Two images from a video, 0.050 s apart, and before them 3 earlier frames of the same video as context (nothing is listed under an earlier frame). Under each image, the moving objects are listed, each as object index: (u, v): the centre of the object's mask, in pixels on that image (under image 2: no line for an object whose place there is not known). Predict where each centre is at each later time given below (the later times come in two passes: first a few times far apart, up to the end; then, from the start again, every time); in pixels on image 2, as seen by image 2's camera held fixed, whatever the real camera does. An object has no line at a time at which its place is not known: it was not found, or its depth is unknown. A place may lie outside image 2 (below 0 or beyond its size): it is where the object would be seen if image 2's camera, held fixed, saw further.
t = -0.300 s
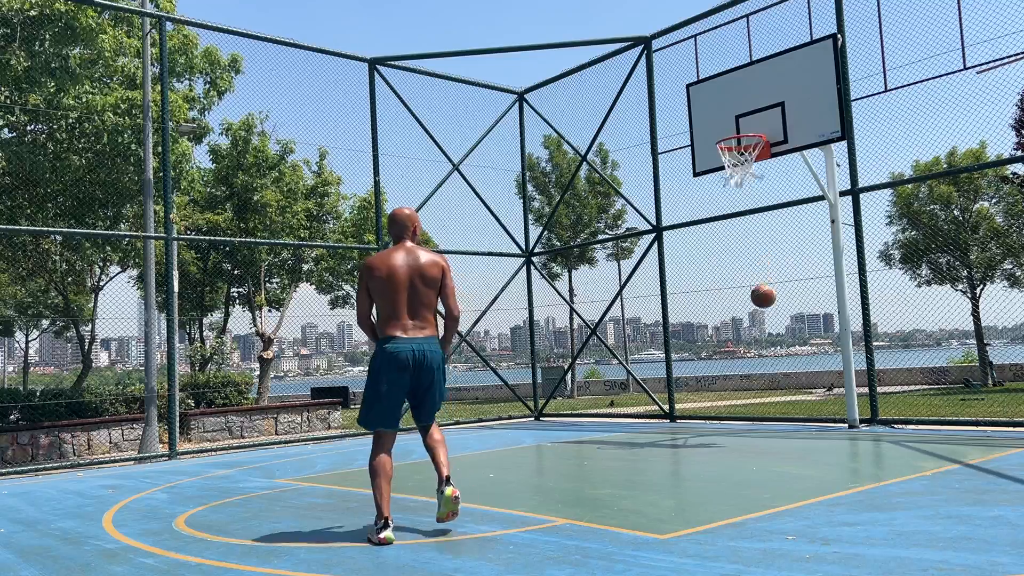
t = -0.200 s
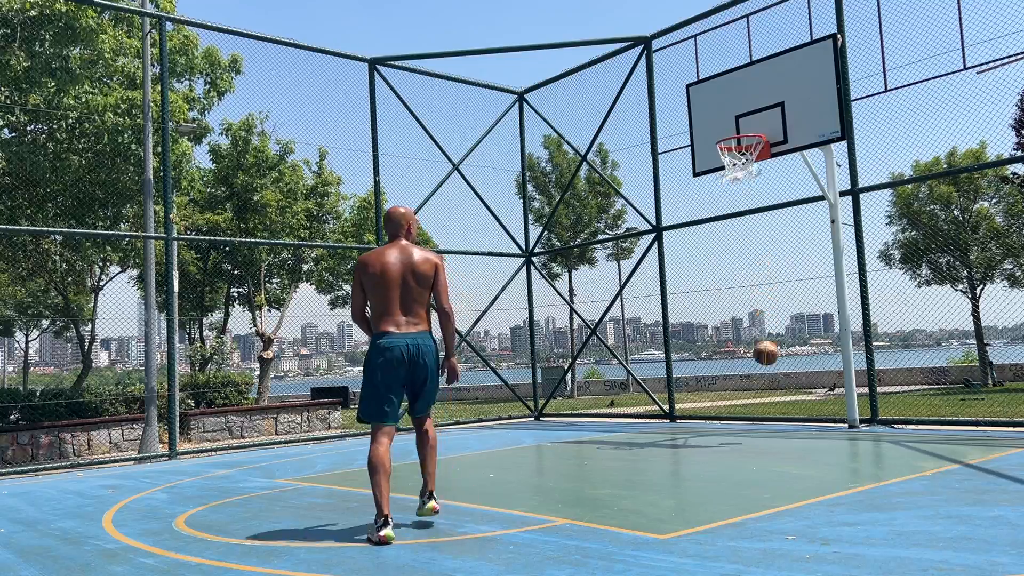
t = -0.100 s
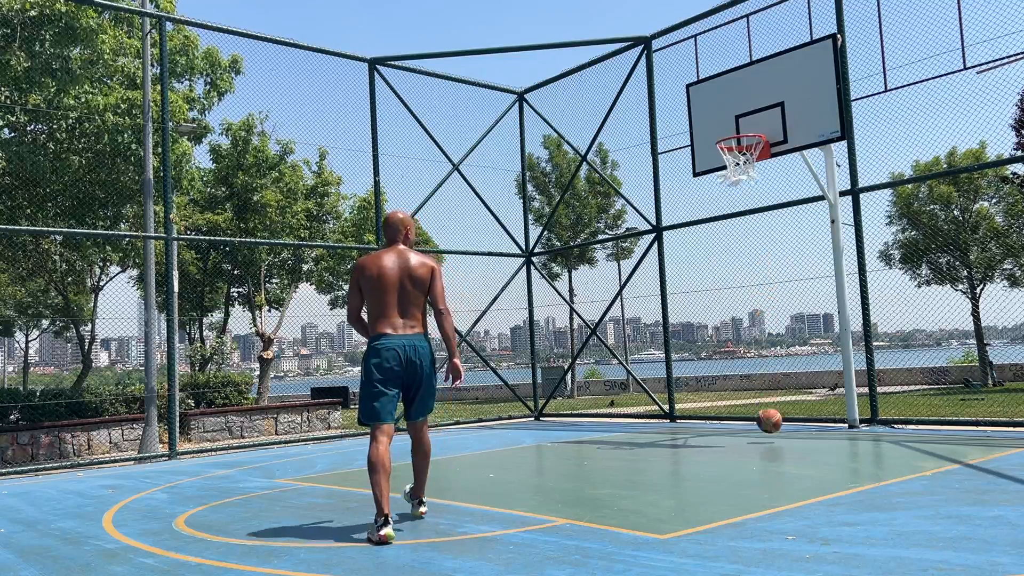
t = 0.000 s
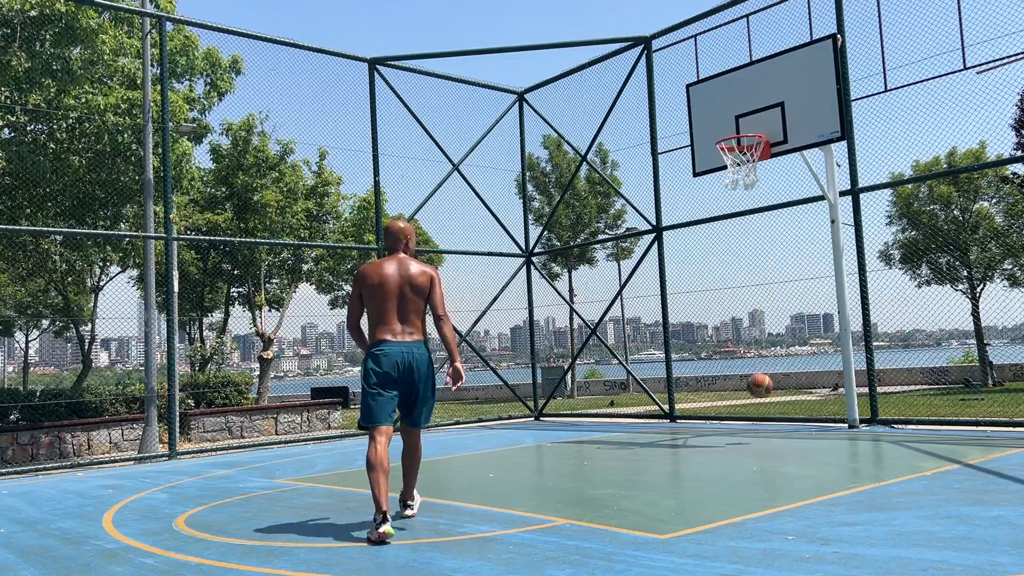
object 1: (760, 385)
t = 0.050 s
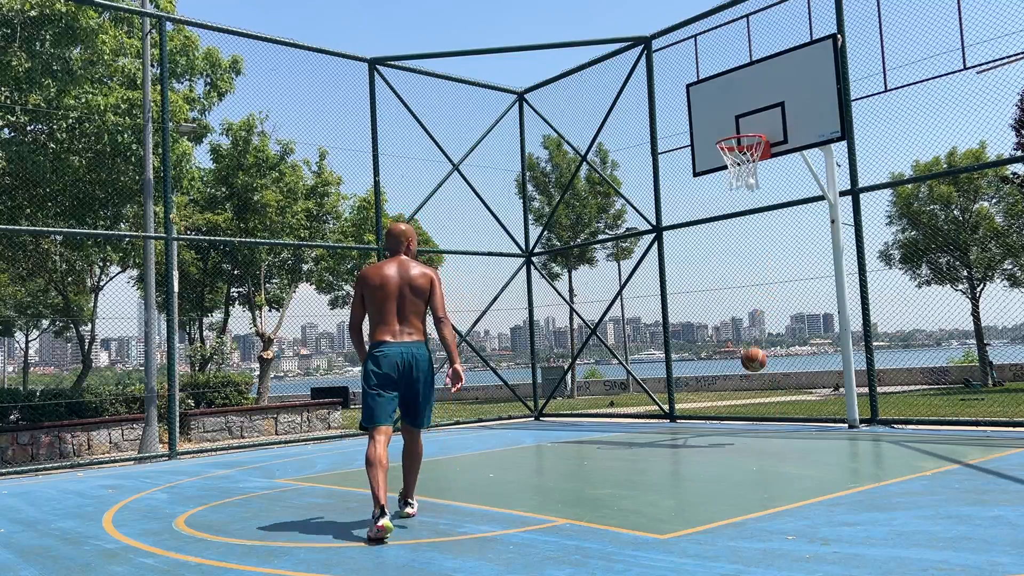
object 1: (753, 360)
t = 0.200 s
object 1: (737, 298)
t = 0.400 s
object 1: (717, 250)
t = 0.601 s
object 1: (700, 241)
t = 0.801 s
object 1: (685, 271)
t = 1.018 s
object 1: (673, 348)
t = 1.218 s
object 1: (662, 420)
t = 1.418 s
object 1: (643, 340)
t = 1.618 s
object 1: (626, 301)
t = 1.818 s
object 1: (611, 301)
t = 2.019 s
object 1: (599, 341)
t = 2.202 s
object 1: (591, 412)
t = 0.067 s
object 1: (752, 352)
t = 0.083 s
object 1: (750, 344)
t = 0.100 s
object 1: (748, 336)
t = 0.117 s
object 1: (746, 329)
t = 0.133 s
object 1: (744, 322)
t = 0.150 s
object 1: (742, 316)
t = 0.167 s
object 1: (740, 310)
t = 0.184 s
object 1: (738, 303)
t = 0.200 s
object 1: (737, 298)
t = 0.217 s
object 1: (735, 292)
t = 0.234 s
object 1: (733, 287)
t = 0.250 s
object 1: (731, 282)
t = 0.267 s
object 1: (730, 277)
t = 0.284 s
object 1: (728, 273)
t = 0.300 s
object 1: (726, 269)
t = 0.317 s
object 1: (725, 265)
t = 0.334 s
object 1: (723, 261)
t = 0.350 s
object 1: (722, 258)
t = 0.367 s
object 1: (720, 255)
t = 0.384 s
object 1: (718, 252)
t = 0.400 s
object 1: (717, 250)
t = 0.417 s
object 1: (715, 247)
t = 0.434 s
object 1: (714, 246)
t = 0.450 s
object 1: (713, 244)
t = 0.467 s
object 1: (711, 243)
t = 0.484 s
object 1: (709, 241)
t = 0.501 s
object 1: (708, 241)
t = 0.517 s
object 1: (707, 240)
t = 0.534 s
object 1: (705, 240)
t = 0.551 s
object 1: (704, 239)
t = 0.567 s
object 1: (703, 240)
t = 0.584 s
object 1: (701, 240)
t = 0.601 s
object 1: (700, 241)
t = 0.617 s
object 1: (698, 242)
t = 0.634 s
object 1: (697, 243)
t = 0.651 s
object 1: (696, 245)
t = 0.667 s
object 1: (695, 247)
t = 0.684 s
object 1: (693, 249)
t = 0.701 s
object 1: (692, 251)
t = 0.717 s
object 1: (691, 254)
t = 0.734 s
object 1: (690, 256)
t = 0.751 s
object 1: (689, 260)
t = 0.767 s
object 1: (687, 263)
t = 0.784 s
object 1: (686, 267)
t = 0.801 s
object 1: (685, 271)
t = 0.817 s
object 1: (684, 275)
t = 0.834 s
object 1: (683, 280)
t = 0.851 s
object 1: (682, 284)
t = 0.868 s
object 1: (681, 290)
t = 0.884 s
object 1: (680, 295)
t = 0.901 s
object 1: (679, 301)
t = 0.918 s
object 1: (678, 307)
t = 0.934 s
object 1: (678, 313)
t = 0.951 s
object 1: (676, 319)
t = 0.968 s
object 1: (676, 326)
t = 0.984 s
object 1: (675, 333)
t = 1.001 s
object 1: (674, 340)
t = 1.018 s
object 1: (673, 348)
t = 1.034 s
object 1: (672, 356)
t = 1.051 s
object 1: (671, 364)
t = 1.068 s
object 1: (670, 372)
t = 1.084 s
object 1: (670, 381)
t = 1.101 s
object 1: (669, 390)
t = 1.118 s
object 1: (669, 400)
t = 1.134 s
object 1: (668, 410)
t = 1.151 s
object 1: (667, 420)
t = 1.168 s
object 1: (666, 430)
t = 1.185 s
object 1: (665, 437)
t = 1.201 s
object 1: (664, 429)
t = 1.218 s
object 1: (662, 420)
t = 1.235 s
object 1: (660, 411)
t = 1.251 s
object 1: (658, 404)
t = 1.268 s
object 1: (657, 396)
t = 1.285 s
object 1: (655, 388)
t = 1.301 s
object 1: (654, 381)
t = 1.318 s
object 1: (652, 374)
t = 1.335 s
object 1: (650, 368)
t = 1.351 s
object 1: (649, 361)
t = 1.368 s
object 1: (647, 356)
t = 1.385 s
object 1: (645, 350)
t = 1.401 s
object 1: (644, 345)
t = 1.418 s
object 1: (643, 340)
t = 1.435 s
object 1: (641, 335)
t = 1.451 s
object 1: (639, 330)
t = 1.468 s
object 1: (638, 326)
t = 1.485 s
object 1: (637, 322)
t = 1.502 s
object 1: (635, 318)
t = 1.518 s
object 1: (634, 315)
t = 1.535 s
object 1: (632, 312)
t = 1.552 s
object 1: (631, 310)
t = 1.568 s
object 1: (629, 307)
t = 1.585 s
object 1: (628, 305)
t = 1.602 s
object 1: (627, 302)
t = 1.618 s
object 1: (626, 301)
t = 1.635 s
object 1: (624, 300)
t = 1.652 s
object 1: (623, 298)
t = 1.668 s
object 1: (622, 297)
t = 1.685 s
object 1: (620, 297)
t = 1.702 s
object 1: (619, 296)
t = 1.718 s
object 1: (618, 296)
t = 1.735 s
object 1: (617, 296)
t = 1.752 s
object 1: (616, 297)
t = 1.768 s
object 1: (615, 297)
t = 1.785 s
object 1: (614, 298)
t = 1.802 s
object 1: (612, 300)
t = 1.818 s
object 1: (611, 301)
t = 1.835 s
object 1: (610, 303)
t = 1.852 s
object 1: (609, 305)
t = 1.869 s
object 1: (608, 308)
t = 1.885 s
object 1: (607, 310)
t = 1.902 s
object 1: (606, 313)
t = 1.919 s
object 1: (605, 316)
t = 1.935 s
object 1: (604, 319)
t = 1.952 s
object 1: (603, 323)
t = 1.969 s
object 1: (602, 327)
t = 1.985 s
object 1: (602, 331)
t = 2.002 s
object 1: (600, 336)
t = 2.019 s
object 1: (599, 341)
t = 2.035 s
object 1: (598, 346)
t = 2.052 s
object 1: (598, 351)
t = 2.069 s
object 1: (597, 356)
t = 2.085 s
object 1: (596, 363)
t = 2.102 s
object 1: (595, 368)
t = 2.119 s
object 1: (594, 375)
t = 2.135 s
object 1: (594, 381)
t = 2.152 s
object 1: (593, 389)
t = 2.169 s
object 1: (592, 396)
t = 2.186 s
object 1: (592, 404)
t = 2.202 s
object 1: (591, 412)
